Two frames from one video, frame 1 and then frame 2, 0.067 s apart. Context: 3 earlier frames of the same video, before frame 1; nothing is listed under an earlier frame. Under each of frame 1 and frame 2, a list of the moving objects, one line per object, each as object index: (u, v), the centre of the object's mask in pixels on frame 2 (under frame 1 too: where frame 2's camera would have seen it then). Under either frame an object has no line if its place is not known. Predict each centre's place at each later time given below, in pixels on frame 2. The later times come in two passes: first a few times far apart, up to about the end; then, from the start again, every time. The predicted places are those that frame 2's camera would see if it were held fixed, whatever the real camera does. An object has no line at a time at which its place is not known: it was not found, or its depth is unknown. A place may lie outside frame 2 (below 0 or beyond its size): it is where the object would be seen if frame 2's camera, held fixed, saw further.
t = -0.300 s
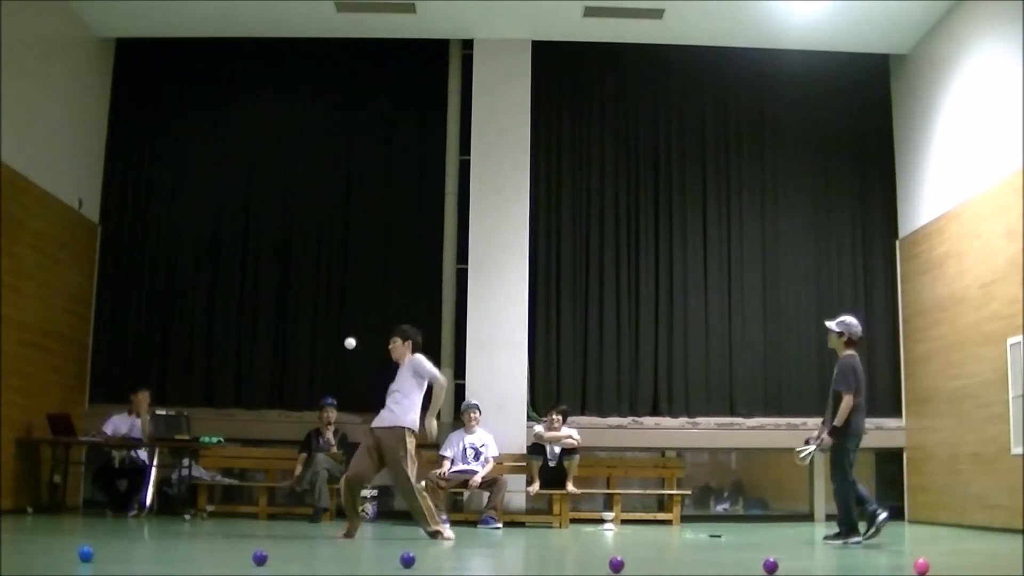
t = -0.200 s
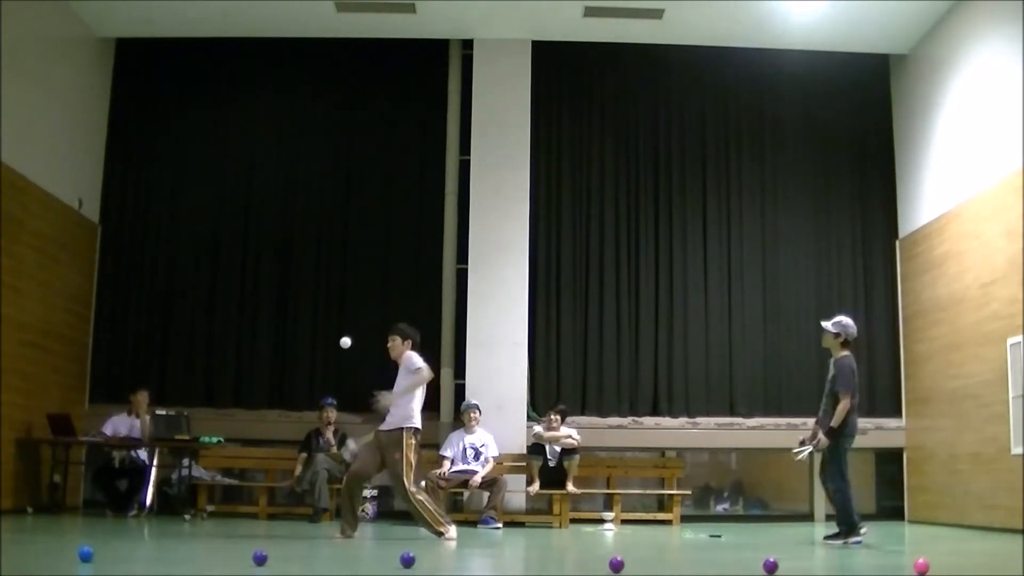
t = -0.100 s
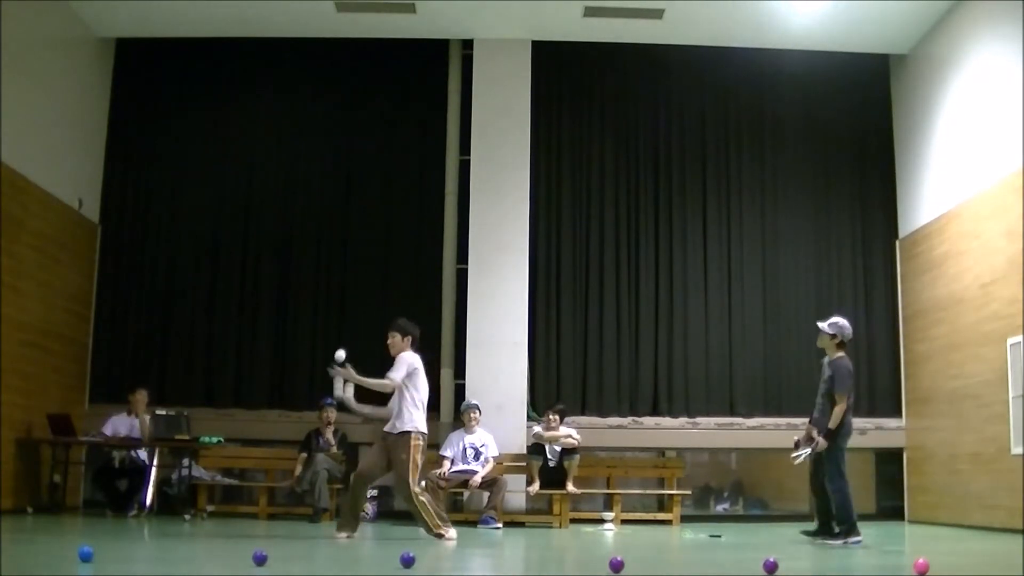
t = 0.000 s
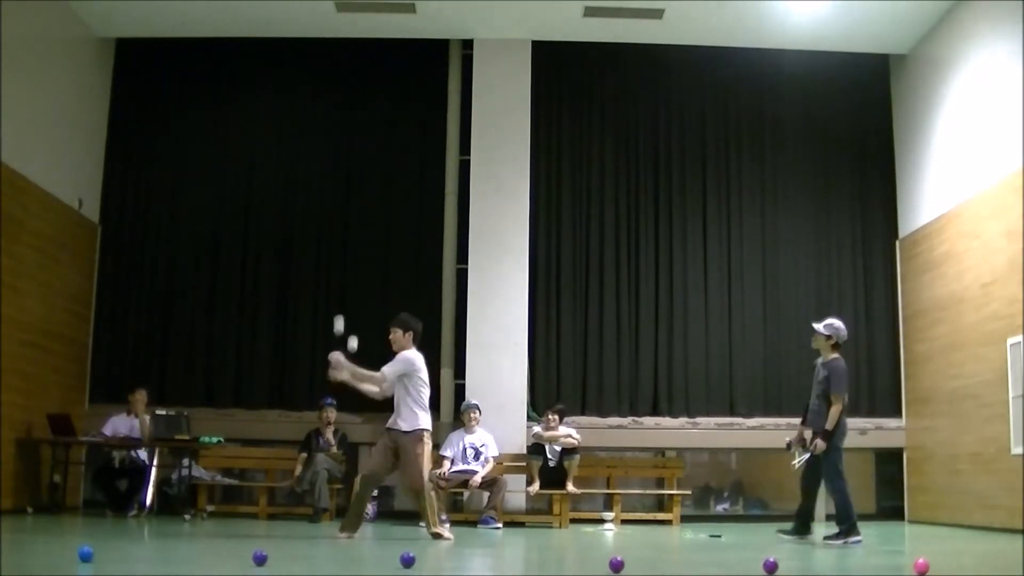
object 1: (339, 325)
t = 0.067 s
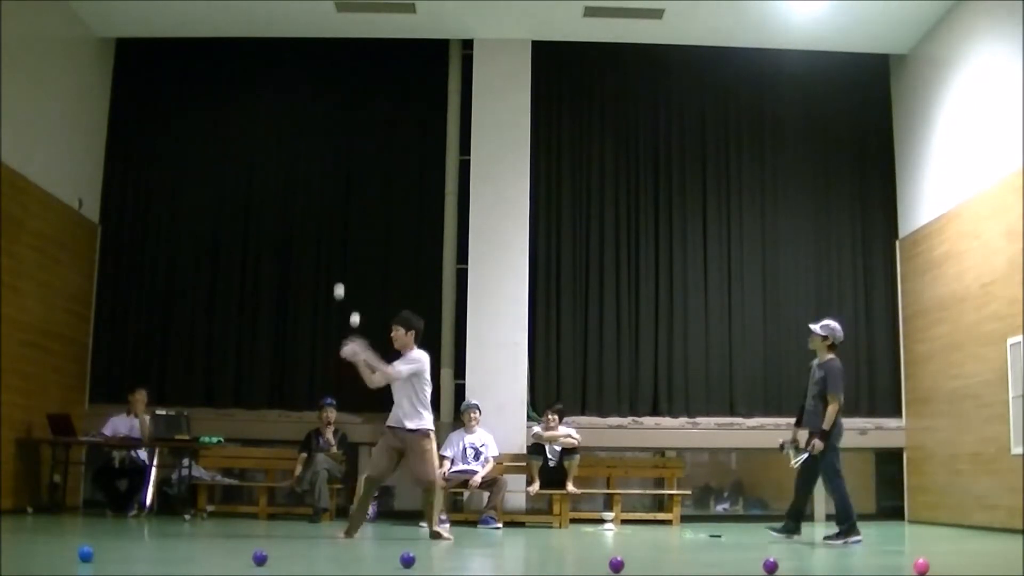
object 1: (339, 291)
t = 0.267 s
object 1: (338, 225)
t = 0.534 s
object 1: (335, 214)
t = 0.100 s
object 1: (339, 276)
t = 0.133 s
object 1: (339, 263)
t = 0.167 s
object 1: (339, 251)
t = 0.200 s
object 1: (339, 241)
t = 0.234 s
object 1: (339, 232)
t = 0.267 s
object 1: (338, 225)
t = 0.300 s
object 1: (338, 219)
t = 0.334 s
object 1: (338, 214)
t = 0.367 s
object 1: (337, 211)
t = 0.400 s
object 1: (337, 209)
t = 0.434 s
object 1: (337, 208)
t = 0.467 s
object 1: (336, 209)
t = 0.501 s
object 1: (336, 211)
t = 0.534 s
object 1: (335, 214)
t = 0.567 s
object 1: (334, 220)
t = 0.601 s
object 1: (333, 227)
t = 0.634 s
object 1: (332, 235)
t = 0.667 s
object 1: (331, 243)
